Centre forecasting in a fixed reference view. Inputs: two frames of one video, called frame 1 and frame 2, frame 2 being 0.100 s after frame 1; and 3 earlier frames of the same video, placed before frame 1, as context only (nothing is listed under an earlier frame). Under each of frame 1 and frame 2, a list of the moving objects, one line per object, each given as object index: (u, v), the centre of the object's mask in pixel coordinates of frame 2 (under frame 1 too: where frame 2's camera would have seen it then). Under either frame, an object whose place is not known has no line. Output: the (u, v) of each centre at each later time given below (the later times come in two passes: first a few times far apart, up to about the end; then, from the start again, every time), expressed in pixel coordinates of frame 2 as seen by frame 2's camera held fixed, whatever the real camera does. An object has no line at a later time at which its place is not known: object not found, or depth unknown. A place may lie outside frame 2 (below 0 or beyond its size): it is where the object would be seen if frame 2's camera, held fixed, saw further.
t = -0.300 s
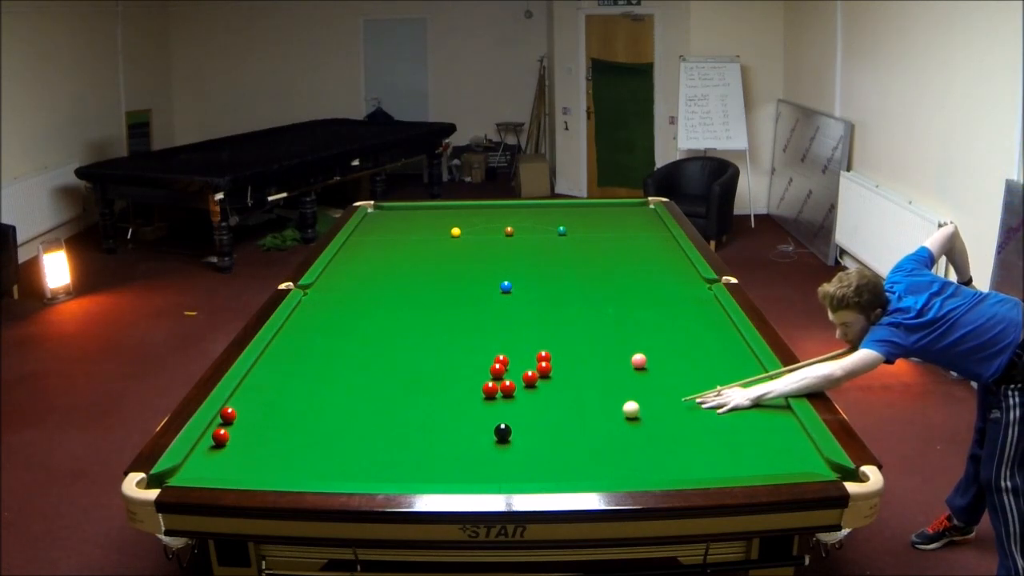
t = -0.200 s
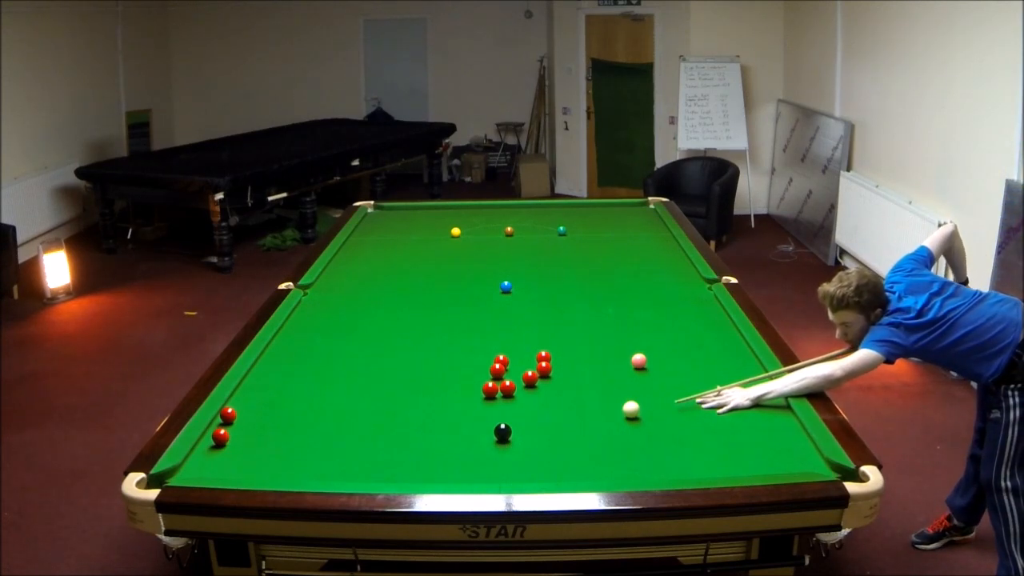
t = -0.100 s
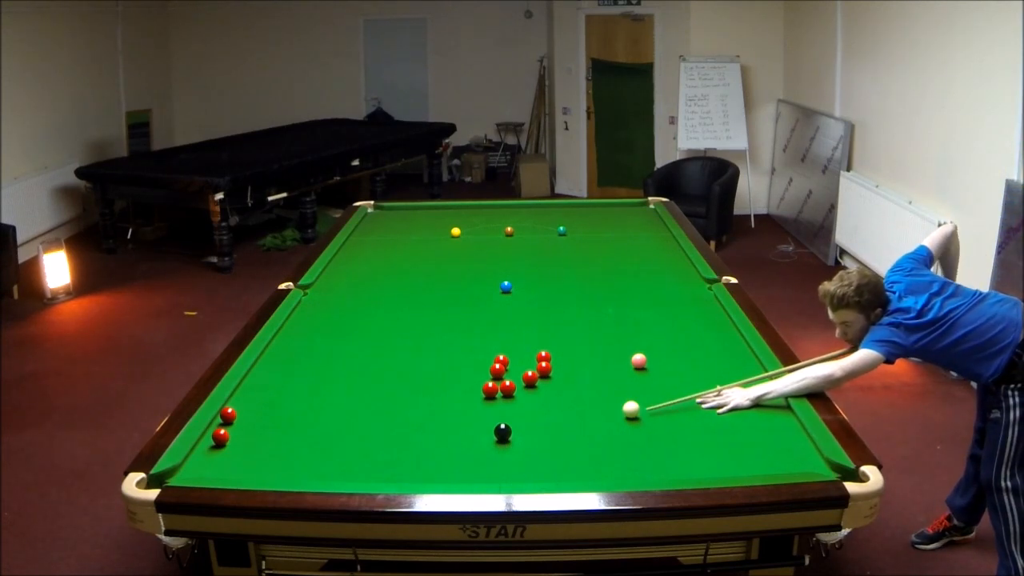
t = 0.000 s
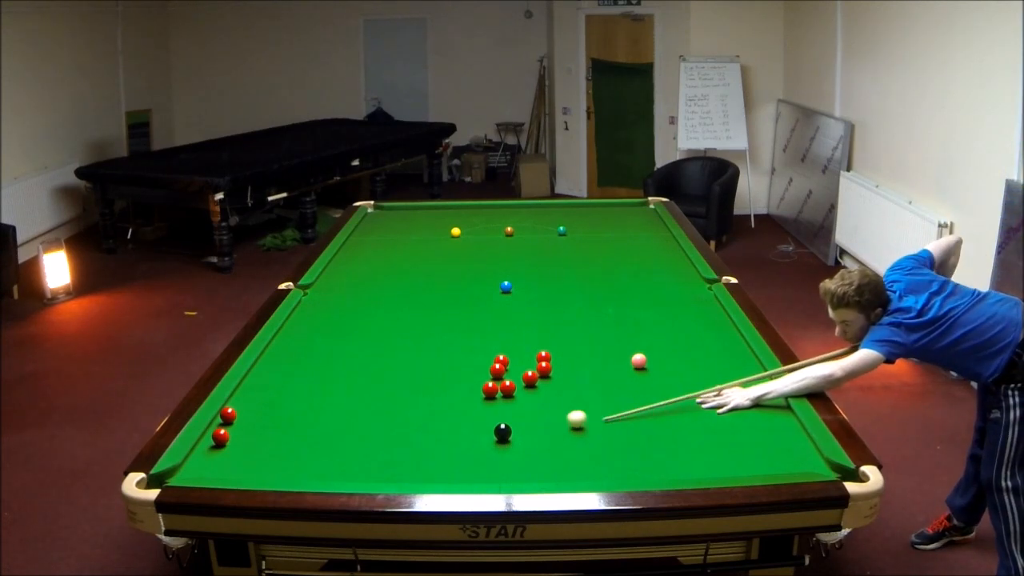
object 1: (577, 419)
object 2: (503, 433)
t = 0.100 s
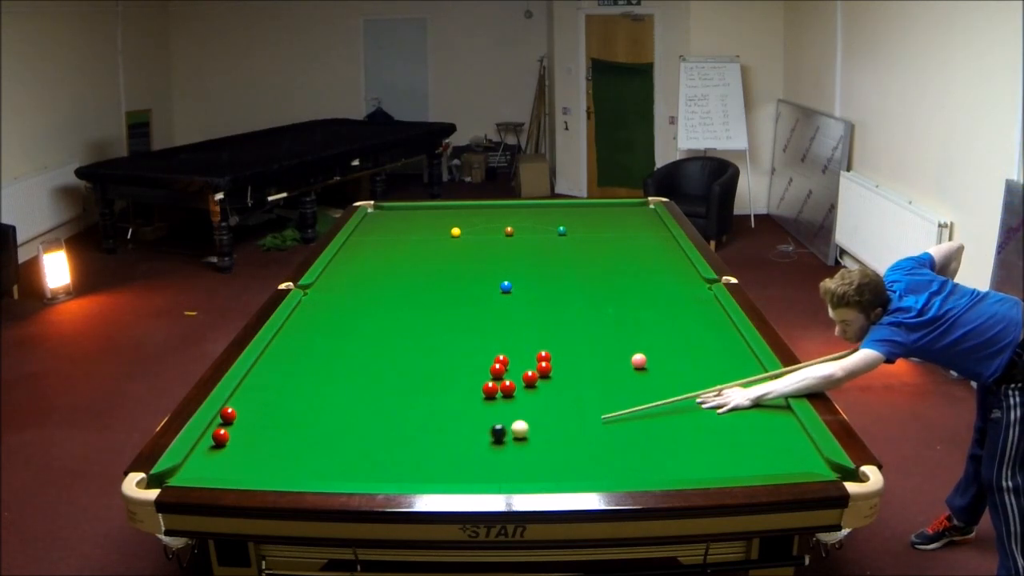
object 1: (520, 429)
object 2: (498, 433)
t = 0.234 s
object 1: (526, 428)
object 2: (425, 445)
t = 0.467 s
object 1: (547, 425)
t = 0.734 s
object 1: (569, 420)
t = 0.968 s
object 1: (586, 417)
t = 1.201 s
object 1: (601, 414)
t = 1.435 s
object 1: (616, 412)
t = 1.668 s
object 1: (628, 410)
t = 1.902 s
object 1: (639, 407)
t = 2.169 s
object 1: (651, 406)
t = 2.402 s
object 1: (659, 404)
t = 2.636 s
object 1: (666, 403)
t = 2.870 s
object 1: (672, 402)
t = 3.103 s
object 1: (677, 401)
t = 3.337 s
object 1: (680, 401)
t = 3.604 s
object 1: (682, 401)
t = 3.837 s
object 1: (683, 401)
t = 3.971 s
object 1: (683, 401)
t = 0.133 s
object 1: (520, 429)
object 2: (479, 437)
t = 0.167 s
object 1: (521, 429)
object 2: (460, 440)
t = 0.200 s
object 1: (523, 428)
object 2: (442, 443)
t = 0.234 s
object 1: (526, 428)
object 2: (425, 445)
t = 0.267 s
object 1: (529, 428)
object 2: (409, 448)
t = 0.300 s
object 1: (532, 427)
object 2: (394, 450)
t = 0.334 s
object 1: (535, 426)
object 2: (378, 452)
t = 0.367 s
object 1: (538, 426)
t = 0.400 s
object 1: (541, 425)
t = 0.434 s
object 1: (544, 425)
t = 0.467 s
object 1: (547, 425)
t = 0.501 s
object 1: (550, 424)
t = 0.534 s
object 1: (553, 423)
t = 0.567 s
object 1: (555, 423)
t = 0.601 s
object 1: (558, 422)
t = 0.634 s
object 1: (561, 422)
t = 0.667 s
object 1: (564, 421)
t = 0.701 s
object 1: (566, 421)
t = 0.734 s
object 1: (569, 420)
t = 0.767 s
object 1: (571, 420)
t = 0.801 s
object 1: (574, 420)
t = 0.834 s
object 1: (576, 419)
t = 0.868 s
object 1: (579, 419)
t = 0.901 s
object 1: (581, 418)
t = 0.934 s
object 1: (584, 418)
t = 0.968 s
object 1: (586, 417)
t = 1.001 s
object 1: (588, 417)
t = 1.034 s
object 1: (591, 417)
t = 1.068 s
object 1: (593, 416)
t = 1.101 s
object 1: (595, 416)
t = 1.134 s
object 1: (597, 415)
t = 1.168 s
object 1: (599, 415)
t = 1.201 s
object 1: (601, 414)
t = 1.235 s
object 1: (603, 414)
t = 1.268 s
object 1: (606, 414)
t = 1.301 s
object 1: (607, 413)
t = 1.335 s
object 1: (610, 413)
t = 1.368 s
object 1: (612, 412)
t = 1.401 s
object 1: (614, 412)
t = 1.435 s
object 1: (616, 412)
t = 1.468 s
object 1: (617, 412)
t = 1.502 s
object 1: (619, 411)
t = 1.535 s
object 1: (621, 411)
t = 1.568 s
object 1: (623, 410)
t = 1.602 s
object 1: (625, 410)
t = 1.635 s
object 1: (626, 410)
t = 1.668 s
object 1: (628, 410)
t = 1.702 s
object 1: (630, 409)
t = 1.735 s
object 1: (631, 409)
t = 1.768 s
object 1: (633, 409)
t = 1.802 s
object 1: (634, 408)
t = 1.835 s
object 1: (636, 408)
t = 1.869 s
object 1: (638, 408)
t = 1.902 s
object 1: (639, 407)
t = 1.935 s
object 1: (641, 407)
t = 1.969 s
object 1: (642, 407)
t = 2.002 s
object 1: (644, 407)
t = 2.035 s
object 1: (645, 406)
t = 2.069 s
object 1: (646, 406)
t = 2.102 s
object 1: (648, 406)
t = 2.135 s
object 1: (649, 406)
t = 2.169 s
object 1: (651, 406)
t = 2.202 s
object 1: (652, 405)
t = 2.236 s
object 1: (653, 405)
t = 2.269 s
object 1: (654, 405)
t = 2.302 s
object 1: (656, 405)
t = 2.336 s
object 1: (657, 405)
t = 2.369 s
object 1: (658, 404)
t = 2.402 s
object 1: (659, 404)
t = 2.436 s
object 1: (660, 404)
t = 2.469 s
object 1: (661, 404)
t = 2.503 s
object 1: (662, 403)
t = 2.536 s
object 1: (663, 403)
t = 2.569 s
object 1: (664, 403)
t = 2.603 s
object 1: (665, 403)
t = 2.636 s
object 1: (666, 403)
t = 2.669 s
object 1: (667, 403)
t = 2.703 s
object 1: (668, 403)
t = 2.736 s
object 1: (669, 403)
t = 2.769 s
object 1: (670, 402)
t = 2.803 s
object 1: (671, 402)
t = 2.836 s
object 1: (671, 402)
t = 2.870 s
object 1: (672, 402)
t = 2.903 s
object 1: (673, 402)
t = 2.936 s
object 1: (674, 402)
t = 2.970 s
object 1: (674, 402)
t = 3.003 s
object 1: (675, 401)
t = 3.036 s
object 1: (675, 401)
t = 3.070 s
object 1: (676, 401)
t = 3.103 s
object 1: (677, 401)
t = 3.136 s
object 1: (677, 401)
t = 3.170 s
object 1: (678, 401)
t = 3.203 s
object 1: (678, 401)
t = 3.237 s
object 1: (679, 401)
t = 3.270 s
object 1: (679, 401)
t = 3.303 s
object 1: (680, 401)
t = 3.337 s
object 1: (680, 401)
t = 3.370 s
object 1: (680, 401)
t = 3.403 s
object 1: (681, 401)
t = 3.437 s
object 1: (681, 401)
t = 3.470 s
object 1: (681, 401)
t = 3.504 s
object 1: (682, 401)
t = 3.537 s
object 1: (682, 401)
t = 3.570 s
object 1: (682, 401)
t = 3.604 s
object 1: (682, 401)
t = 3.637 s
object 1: (682, 401)
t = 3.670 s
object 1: (683, 401)
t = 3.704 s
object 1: (683, 401)
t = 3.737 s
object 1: (683, 401)
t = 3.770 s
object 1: (683, 401)
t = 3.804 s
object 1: (683, 401)
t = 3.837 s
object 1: (683, 401)
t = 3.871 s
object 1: (683, 401)
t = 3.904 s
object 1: (683, 401)
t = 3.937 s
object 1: (683, 401)
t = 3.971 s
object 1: (683, 401)
